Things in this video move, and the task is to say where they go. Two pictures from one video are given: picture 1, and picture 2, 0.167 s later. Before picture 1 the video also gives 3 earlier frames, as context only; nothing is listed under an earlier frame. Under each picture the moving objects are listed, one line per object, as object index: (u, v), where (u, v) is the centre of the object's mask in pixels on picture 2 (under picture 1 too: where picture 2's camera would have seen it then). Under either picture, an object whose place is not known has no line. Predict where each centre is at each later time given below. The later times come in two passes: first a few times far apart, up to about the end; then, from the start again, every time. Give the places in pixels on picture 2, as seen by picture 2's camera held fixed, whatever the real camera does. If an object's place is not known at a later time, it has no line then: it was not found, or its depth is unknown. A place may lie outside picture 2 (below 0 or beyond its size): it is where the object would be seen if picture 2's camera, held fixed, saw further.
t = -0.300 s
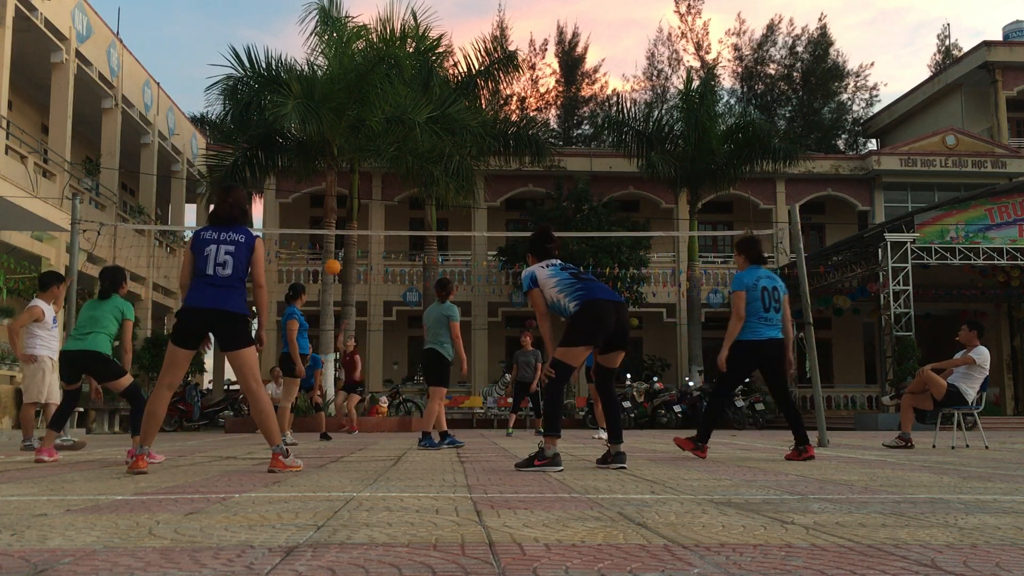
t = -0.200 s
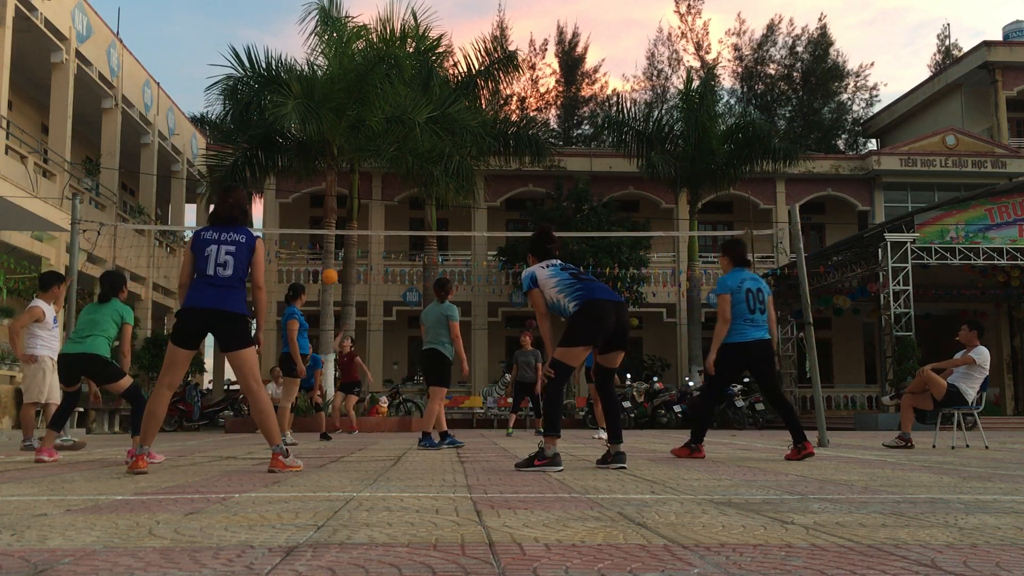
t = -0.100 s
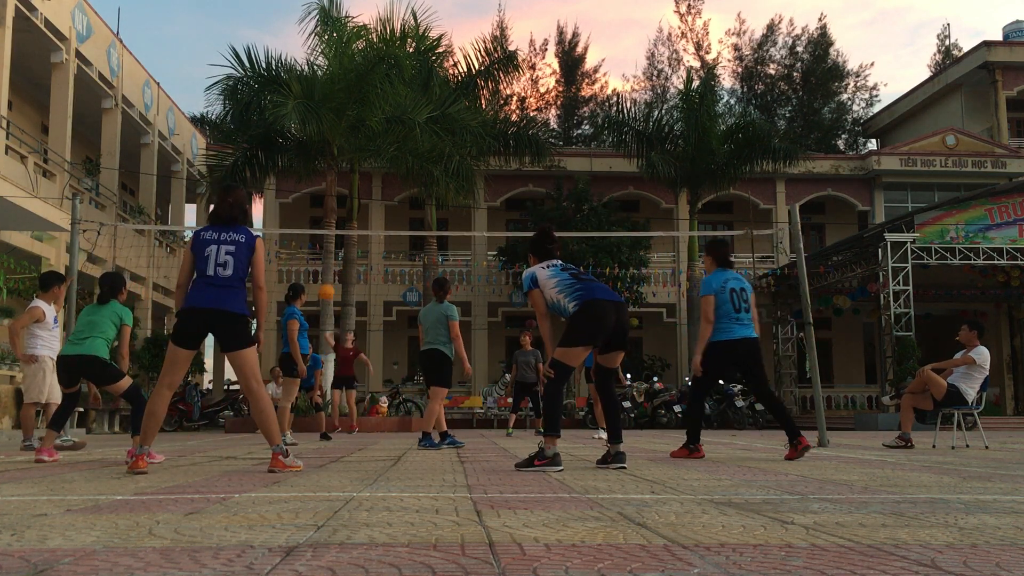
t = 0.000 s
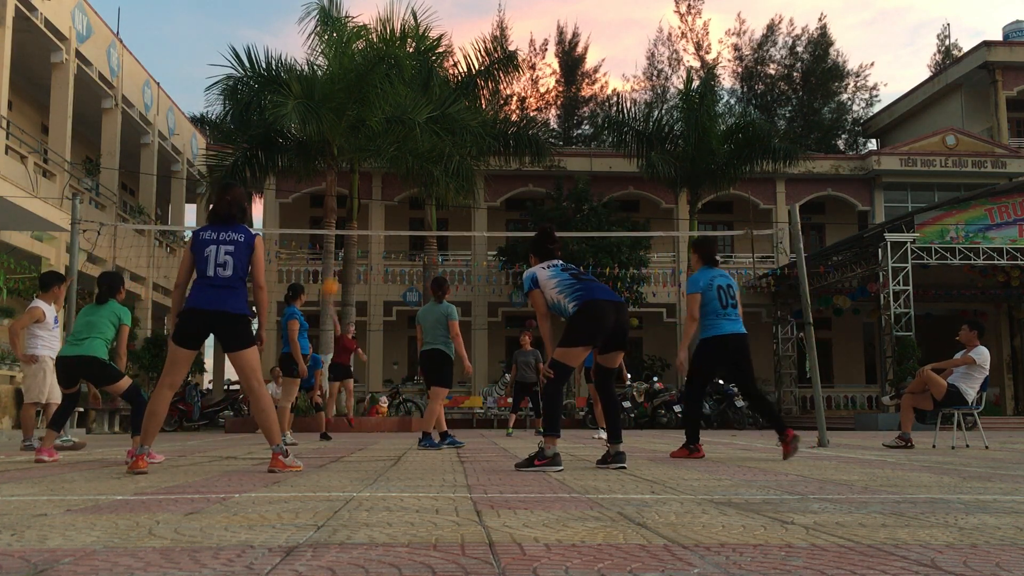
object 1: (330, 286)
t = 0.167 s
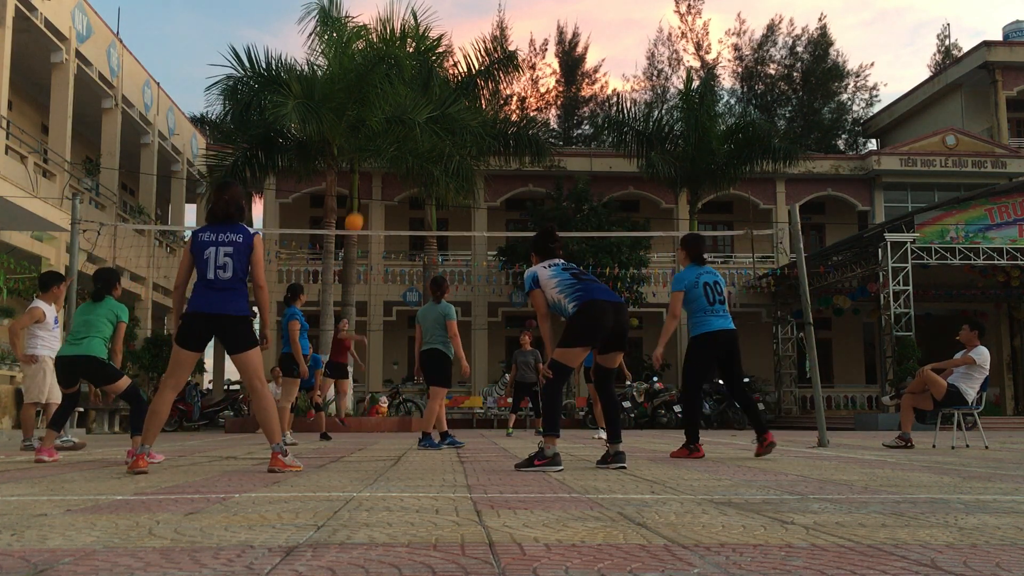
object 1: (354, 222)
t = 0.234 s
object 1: (362, 201)
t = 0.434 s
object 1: (393, 153)
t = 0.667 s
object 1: (438, 132)
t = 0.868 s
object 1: (488, 155)
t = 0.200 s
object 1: (358, 212)
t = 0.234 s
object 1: (362, 201)
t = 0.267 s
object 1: (367, 192)
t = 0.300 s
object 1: (371, 182)
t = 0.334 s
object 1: (376, 174)
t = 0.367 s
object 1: (382, 167)
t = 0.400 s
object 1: (387, 160)
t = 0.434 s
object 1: (393, 153)
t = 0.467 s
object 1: (399, 148)
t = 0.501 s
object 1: (406, 143)
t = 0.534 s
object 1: (412, 139)
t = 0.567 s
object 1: (418, 135)
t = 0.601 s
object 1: (424, 133)
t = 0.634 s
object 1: (431, 132)
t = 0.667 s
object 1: (438, 132)
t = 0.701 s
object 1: (446, 133)
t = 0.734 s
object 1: (454, 135)
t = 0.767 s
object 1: (462, 138)
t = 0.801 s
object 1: (470, 142)
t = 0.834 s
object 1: (479, 148)
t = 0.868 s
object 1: (488, 155)
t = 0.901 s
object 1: (497, 165)
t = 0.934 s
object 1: (508, 176)
